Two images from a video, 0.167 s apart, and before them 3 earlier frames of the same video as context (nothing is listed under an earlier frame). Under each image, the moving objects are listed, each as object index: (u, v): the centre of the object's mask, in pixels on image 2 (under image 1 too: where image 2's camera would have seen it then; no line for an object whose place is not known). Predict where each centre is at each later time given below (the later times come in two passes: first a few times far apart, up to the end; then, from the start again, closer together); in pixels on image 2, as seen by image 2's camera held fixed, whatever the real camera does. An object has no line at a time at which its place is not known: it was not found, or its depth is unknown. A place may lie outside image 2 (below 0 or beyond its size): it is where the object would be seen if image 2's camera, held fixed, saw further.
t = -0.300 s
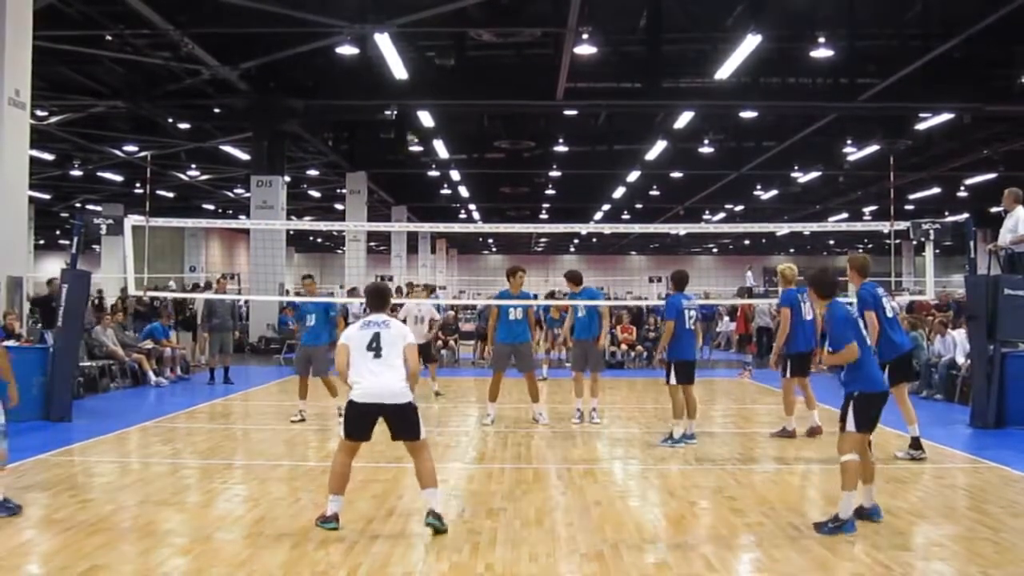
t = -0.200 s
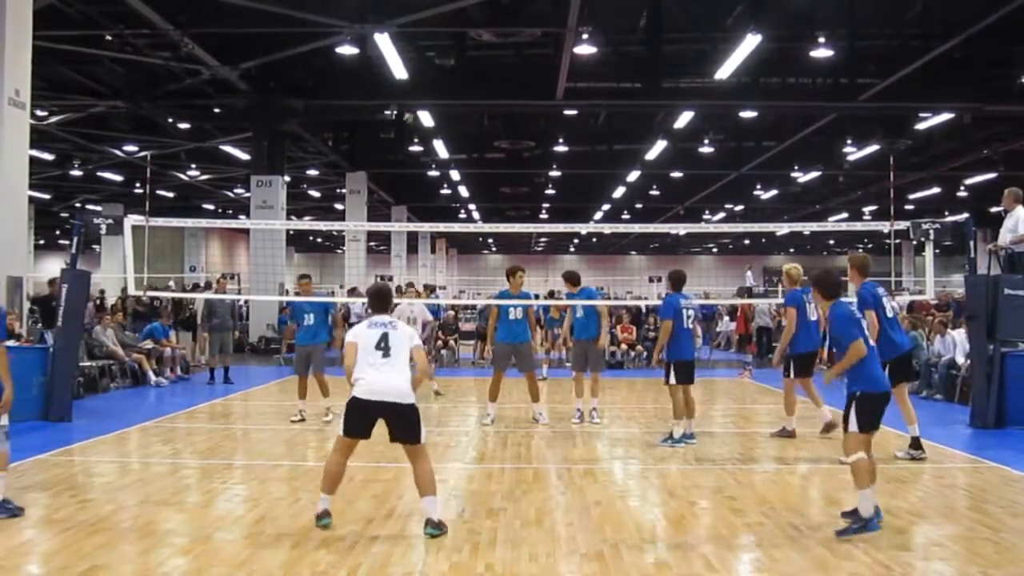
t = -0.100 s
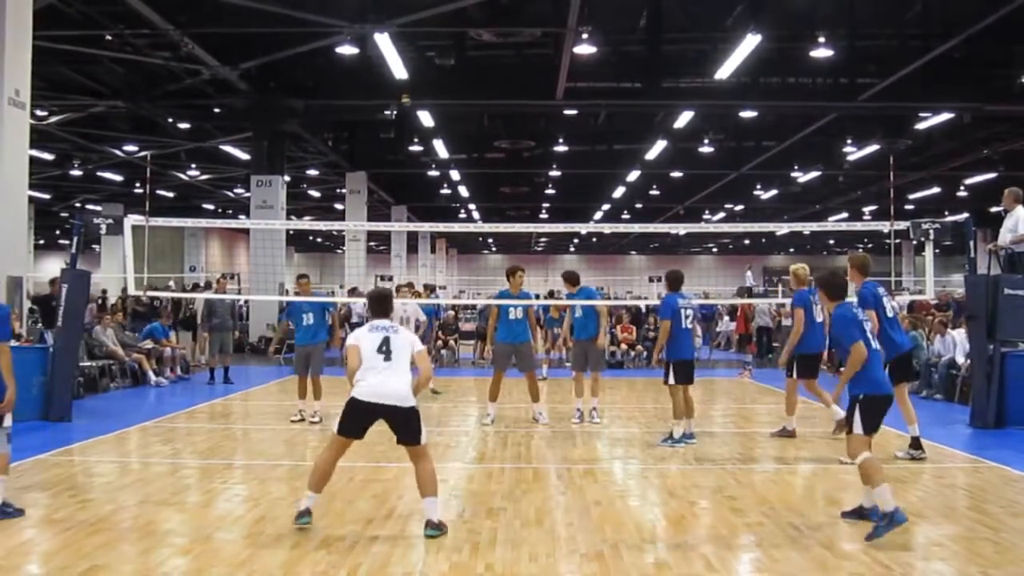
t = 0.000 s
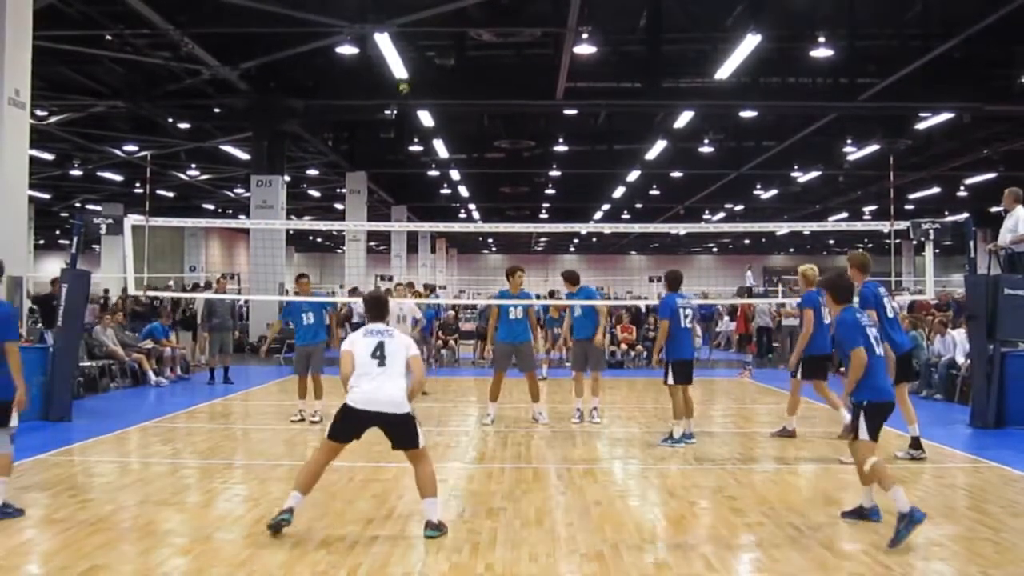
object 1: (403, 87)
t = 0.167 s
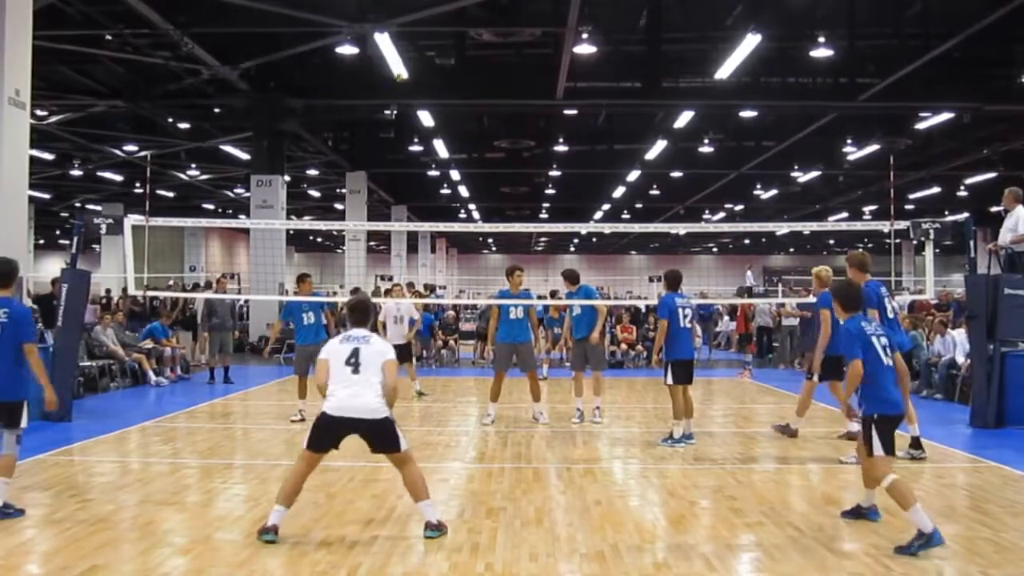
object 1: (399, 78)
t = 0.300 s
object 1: (395, 78)
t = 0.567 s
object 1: (386, 103)
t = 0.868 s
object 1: (377, 175)
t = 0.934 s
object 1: (376, 197)
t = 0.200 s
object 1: (398, 77)
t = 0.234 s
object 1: (398, 77)
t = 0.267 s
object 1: (397, 77)
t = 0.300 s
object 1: (395, 78)
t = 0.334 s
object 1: (394, 79)
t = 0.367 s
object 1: (392, 81)
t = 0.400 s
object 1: (392, 83)
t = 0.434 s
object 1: (391, 86)
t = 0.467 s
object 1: (389, 89)
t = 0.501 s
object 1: (388, 93)
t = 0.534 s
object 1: (387, 97)
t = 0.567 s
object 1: (386, 103)
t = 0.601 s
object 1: (385, 109)
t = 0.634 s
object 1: (385, 115)
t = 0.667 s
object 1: (384, 122)
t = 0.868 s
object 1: (377, 175)
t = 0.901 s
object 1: (376, 186)
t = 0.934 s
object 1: (376, 197)
